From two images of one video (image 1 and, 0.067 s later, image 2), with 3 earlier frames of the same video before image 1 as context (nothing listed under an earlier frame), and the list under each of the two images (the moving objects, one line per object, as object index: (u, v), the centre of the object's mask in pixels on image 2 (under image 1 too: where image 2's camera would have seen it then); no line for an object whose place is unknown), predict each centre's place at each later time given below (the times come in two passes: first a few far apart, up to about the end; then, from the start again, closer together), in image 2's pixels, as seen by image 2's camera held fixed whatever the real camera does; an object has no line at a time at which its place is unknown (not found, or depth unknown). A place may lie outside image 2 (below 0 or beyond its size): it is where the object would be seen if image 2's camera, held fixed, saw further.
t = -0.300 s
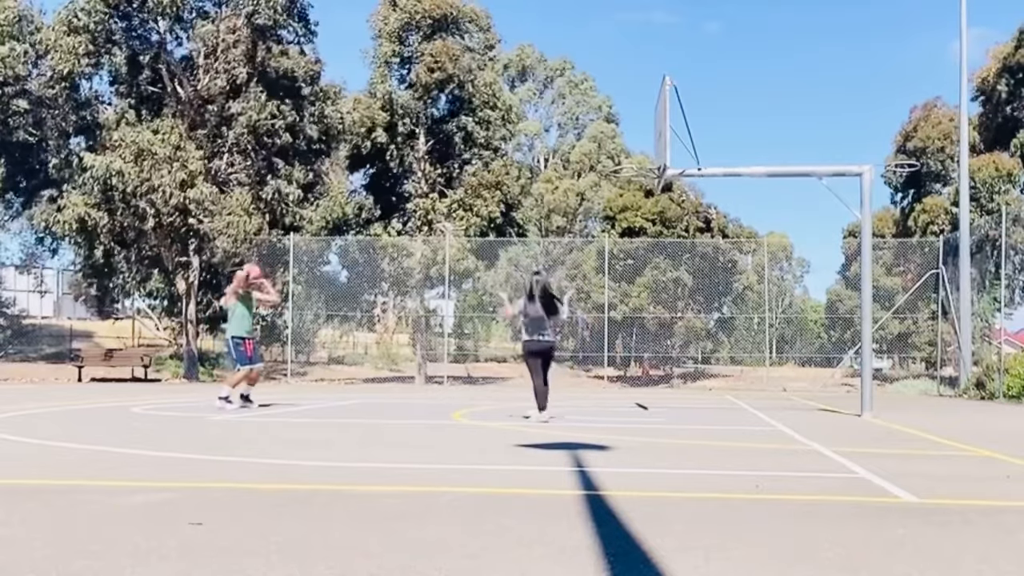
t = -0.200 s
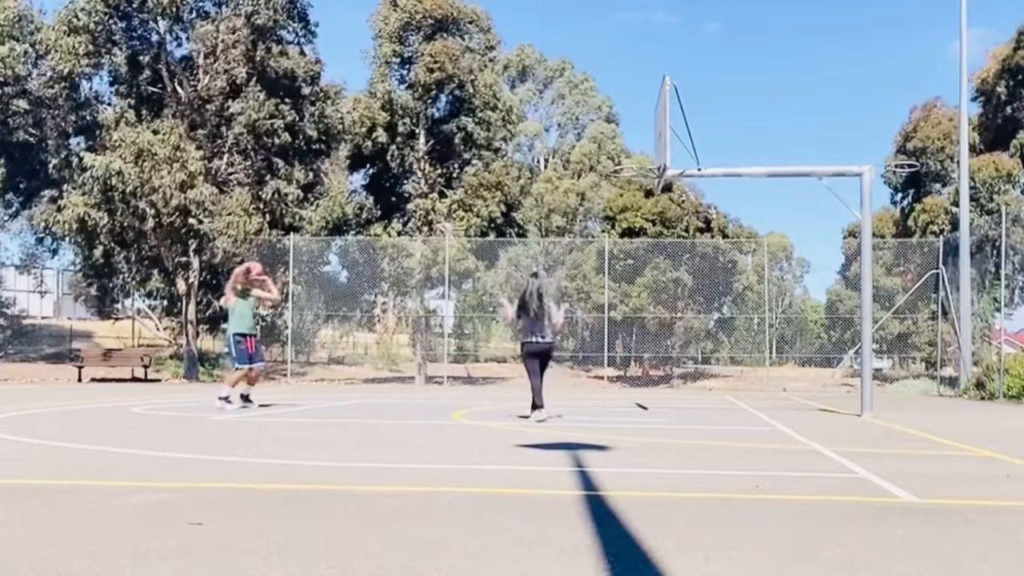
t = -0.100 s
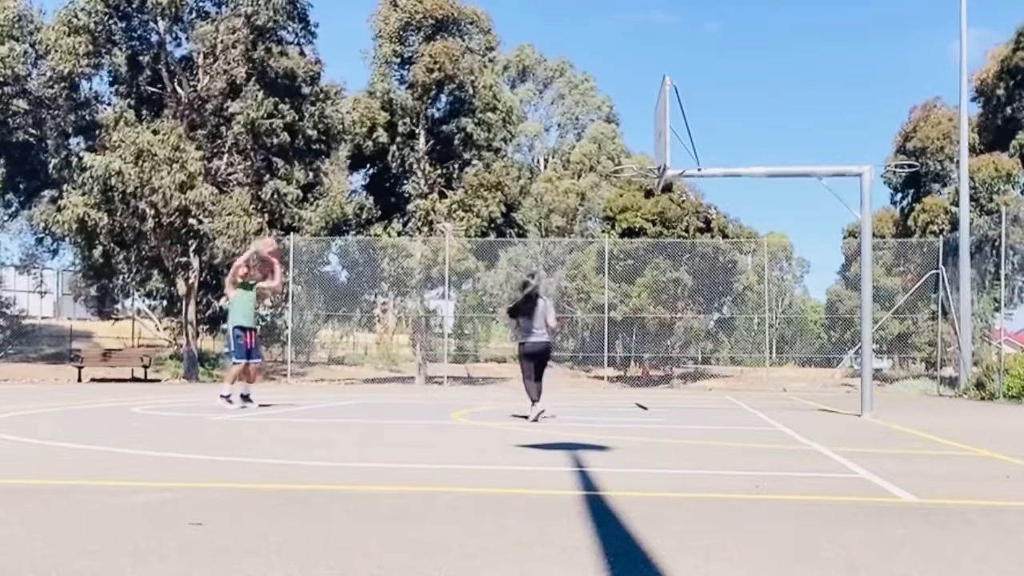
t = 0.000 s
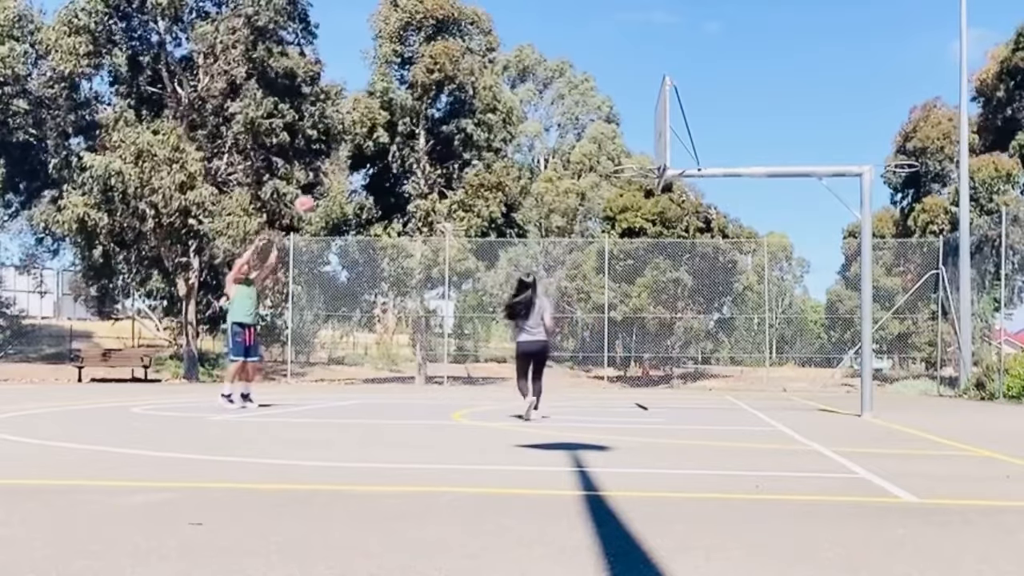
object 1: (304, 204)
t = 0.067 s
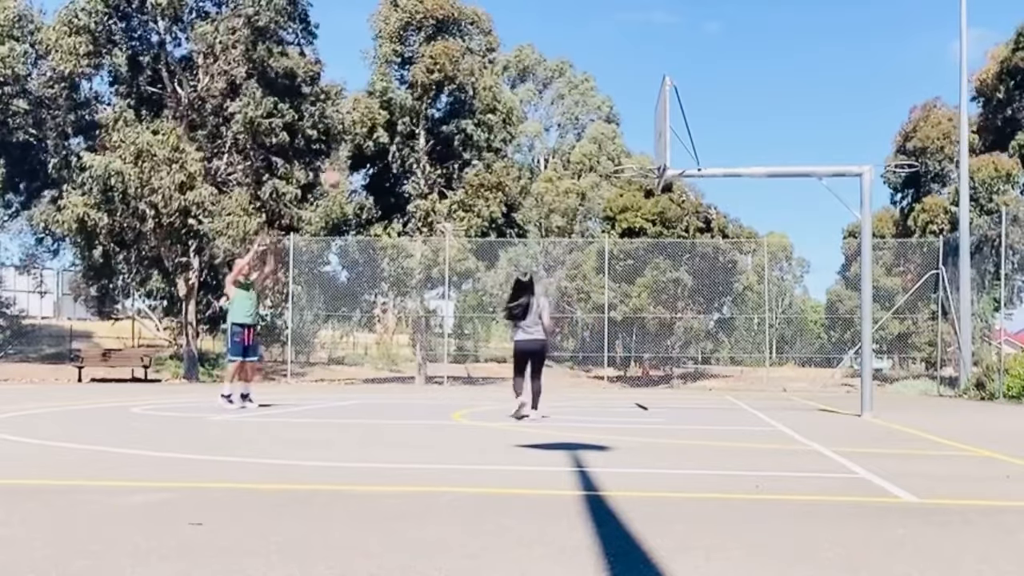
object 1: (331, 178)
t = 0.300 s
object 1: (421, 123)
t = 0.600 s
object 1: (531, 110)
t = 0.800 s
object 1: (605, 142)
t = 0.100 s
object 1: (343, 170)
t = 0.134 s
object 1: (356, 160)
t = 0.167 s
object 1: (370, 150)
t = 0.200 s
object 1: (382, 142)
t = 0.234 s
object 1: (396, 135)
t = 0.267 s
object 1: (408, 128)
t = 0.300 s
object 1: (421, 123)
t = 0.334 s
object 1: (434, 118)
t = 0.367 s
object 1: (447, 115)
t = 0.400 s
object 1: (459, 110)
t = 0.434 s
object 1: (471, 108)
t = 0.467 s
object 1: (483, 108)
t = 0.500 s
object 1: (495, 107)
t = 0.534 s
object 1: (507, 107)
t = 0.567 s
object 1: (520, 109)
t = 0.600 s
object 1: (531, 110)
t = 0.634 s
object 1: (543, 112)
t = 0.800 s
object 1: (605, 142)
